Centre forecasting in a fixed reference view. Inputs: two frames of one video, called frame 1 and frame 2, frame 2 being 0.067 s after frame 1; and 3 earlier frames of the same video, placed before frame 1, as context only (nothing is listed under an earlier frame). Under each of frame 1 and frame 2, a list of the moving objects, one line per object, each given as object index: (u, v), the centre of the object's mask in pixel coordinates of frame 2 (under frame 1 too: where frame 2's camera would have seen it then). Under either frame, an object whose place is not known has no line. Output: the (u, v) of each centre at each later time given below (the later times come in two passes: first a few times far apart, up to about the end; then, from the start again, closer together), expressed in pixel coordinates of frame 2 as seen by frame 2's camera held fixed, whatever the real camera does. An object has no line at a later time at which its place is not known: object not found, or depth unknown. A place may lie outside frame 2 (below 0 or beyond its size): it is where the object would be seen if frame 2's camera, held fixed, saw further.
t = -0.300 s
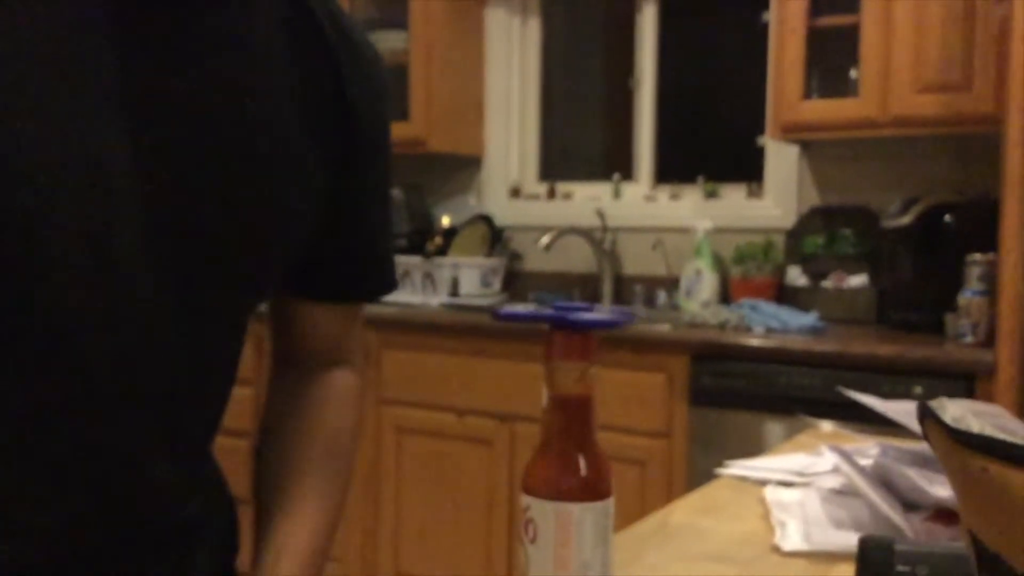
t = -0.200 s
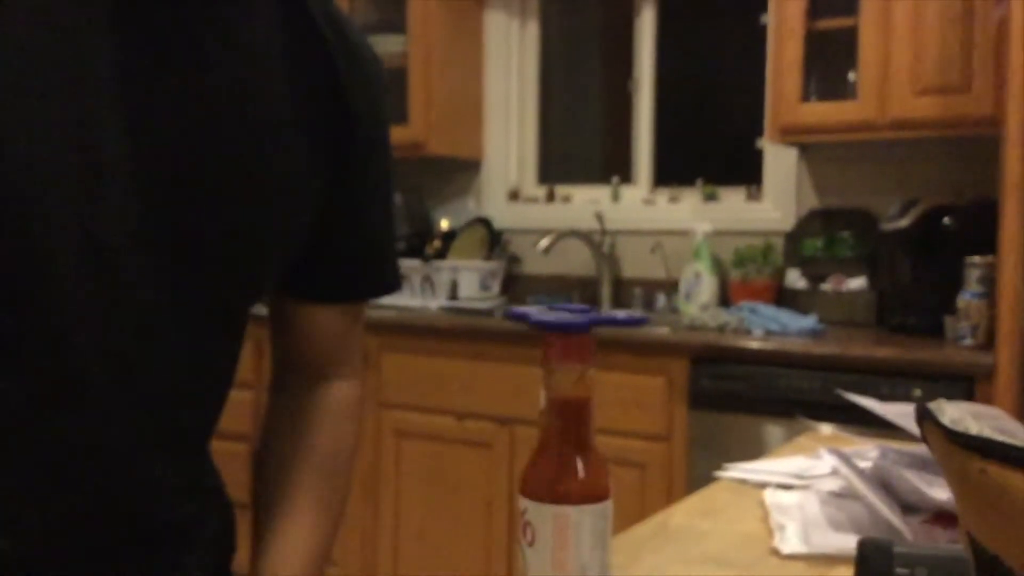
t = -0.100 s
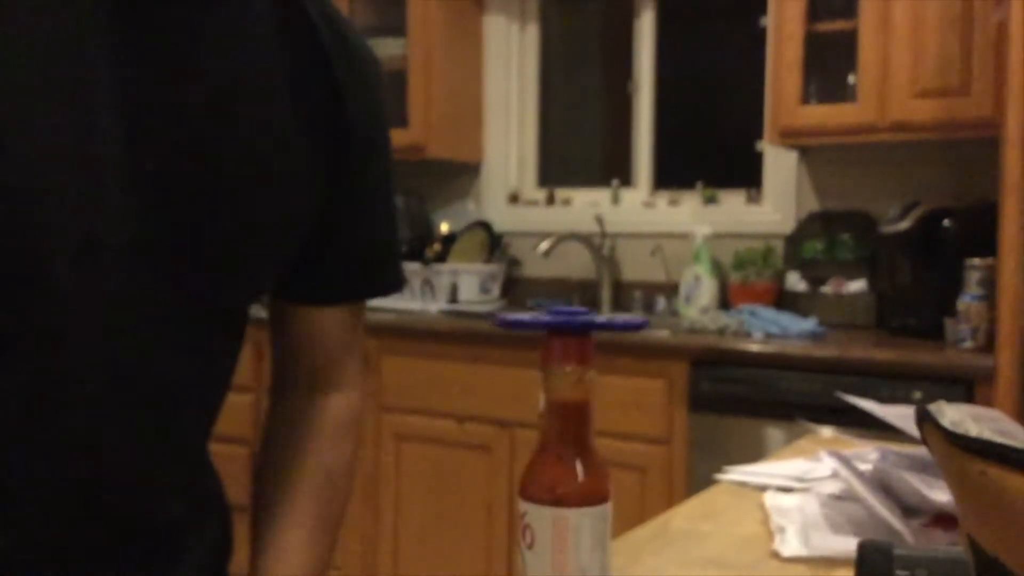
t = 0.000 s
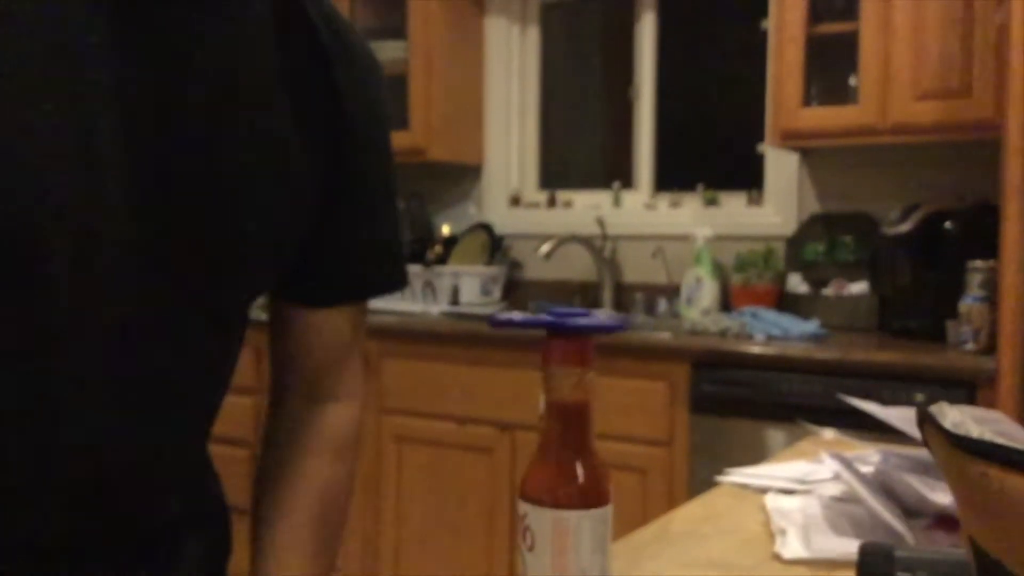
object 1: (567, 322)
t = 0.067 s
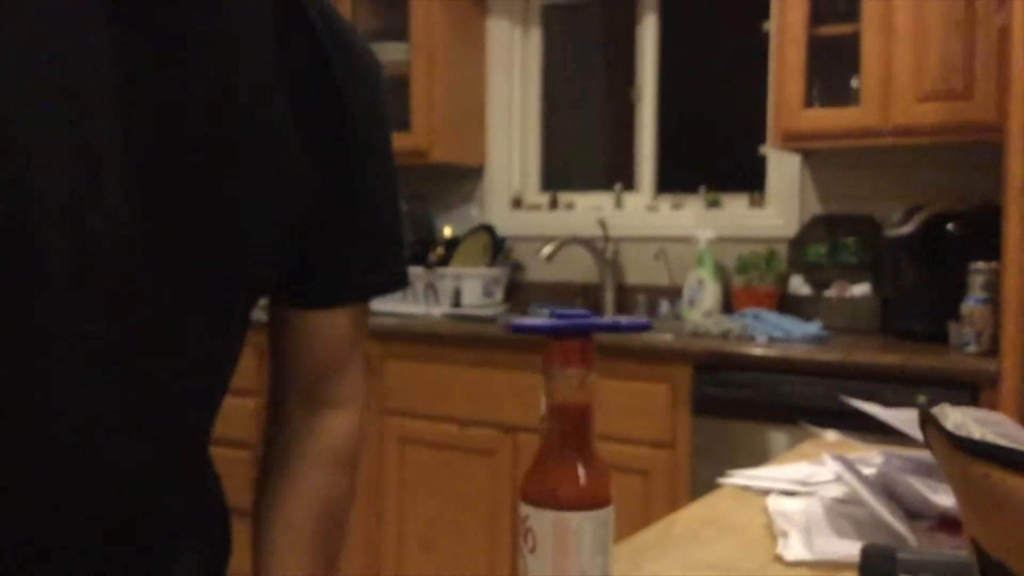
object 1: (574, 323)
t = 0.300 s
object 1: (567, 322)
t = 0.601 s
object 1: (565, 322)
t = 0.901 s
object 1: (565, 322)
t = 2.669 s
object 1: (578, 322)
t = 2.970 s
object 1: (576, 322)
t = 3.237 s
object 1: (571, 324)
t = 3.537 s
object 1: (571, 323)
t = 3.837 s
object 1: (569, 323)
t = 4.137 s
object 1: (568, 323)
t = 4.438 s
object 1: (568, 323)
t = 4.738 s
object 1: (567, 322)
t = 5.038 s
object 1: (571, 321)
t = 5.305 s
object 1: (578, 322)
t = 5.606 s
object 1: (578, 323)
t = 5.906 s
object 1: (575, 324)
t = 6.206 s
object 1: (571, 323)
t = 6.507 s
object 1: (569, 323)
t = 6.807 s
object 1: (568, 323)
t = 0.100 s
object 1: (574, 321)
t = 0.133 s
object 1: (568, 321)
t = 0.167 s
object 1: (567, 323)
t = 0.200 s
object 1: (572, 324)
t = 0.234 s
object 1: (575, 322)
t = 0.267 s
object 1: (573, 322)
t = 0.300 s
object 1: (567, 322)
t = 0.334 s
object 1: (572, 323)
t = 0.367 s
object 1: (574, 323)
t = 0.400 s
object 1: (574, 321)
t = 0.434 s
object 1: (568, 321)
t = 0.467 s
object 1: (566, 322)
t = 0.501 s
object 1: (572, 323)
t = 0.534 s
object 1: (577, 322)
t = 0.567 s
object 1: (571, 321)
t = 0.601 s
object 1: (565, 322)
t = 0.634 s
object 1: (570, 323)
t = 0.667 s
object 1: (574, 323)
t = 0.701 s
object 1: (575, 322)
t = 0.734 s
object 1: (567, 321)
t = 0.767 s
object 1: (565, 323)
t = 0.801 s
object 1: (572, 323)
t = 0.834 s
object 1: (576, 322)
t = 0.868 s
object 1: (573, 322)
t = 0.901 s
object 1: (565, 322)
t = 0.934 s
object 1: (569, 323)
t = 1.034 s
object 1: (567, 321)
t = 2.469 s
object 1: (570, 323)
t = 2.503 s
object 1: (575, 322)
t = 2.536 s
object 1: (573, 321)
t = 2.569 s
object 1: (568, 321)
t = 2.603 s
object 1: (568, 322)
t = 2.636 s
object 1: (573, 323)
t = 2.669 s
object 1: (578, 322)
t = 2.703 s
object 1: (570, 320)
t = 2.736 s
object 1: (567, 322)
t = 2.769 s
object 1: (570, 323)
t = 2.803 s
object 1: (574, 322)
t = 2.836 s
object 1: (574, 321)
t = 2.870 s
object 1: (567, 322)
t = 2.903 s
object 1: (567, 322)
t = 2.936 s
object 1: (571, 323)
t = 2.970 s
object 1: (576, 322)
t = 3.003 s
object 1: (570, 321)
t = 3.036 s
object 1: (565, 322)
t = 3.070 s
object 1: (569, 323)
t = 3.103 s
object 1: (574, 323)
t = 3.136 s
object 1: (577, 321)
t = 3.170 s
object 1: (570, 322)
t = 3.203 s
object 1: (565, 323)
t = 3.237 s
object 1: (571, 324)
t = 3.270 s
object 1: (575, 323)
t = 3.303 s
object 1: (574, 322)
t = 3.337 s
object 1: (566, 322)
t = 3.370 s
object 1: (569, 323)
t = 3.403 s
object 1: (573, 324)
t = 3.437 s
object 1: (578, 323)
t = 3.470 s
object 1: (574, 322)
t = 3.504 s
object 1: (570, 323)
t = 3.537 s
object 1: (571, 323)
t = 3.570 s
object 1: (576, 323)
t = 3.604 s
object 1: (577, 322)
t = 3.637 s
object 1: (567, 322)
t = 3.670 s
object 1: (568, 323)
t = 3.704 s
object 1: (573, 323)
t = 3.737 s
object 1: (576, 323)
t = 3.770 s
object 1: (574, 322)
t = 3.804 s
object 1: (569, 322)
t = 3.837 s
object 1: (569, 323)
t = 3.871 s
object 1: (574, 323)
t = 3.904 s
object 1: (576, 322)
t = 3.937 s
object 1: (572, 322)
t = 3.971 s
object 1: (568, 322)
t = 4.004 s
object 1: (572, 323)
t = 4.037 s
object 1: (576, 323)
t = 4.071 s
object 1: (575, 322)
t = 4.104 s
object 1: (571, 322)
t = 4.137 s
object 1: (568, 323)
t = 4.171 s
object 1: (572, 323)
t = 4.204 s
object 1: (576, 323)
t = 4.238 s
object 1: (573, 321)
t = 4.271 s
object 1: (567, 322)
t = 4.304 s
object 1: (569, 323)
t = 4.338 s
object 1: (573, 324)
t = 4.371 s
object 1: (576, 322)
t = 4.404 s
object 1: (572, 322)
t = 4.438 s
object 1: (568, 323)
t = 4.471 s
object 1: (572, 323)
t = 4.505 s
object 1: (574, 323)
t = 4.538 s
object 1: (576, 322)
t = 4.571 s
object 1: (569, 321)
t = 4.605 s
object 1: (567, 323)
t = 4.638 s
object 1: (572, 323)
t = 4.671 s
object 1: (577, 322)
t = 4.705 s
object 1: (574, 321)
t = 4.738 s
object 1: (567, 322)
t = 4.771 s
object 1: (568, 323)
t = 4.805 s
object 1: (572, 323)
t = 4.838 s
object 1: (576, 322)
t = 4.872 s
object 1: (572, 321)
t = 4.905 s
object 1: (568, 322)
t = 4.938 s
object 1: (572, 323)
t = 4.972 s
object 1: (576, 323)
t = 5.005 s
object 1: (576, 322)
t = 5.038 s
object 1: (571, 321)
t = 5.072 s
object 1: (569, 322)
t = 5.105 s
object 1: (571, 323)
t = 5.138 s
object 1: (577, 323)
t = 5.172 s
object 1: (576, 322)
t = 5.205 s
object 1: (572, 322)
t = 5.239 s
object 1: (570, 323)
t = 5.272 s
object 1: (574, 323)
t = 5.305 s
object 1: (578, 322)
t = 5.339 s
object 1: (573, 321)
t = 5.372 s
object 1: (570, 322)
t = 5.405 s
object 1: (570, 323)
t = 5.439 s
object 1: (576, 323)
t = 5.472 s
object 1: (577, 321)
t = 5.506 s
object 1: (572, 321)
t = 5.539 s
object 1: (568, 322)
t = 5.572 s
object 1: (571, 323)
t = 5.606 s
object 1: (578, 323)
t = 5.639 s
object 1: (574, 321)
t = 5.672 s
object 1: (569, 321)
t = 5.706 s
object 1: (570, 322)
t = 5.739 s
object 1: (573, 323)
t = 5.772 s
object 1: (577, 323)
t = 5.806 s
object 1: (575, 321)
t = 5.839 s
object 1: (570, 322)
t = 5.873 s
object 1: (570, 323)
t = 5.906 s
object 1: (575, 324)
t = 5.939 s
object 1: (578, 322)
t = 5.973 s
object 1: (573, 321)
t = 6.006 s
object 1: (572, 323)
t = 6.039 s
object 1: (572, 324)
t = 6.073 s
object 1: (577, 324)
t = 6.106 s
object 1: (575, 322)
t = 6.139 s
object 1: (571, 322)
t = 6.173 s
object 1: (568, 322)
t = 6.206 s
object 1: (571, 323)
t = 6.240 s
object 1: (576, 323)
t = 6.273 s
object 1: (576, 322)
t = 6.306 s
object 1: (569, 322)
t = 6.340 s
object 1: (568, 323)
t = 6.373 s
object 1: (573, 323)
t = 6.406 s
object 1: (577, 322)
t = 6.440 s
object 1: (576, 321)
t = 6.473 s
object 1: (568, 322)
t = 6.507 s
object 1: (569, 323)
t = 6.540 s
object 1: (573, 324)
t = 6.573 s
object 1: (575, 322)
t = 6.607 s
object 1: (573, 321)
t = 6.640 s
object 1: (568, 322)
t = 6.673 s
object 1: (571, 323)
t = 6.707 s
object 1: (574, 323)
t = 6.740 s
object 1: (576, 322)
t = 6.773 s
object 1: (572, 322)
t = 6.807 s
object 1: (568, 323)
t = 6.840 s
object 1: (570, 323)
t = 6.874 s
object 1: (576, 323)
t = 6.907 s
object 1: (577, 322)
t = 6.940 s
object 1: (571, 322)
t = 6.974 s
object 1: (566, 323)
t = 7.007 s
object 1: (569, 324)
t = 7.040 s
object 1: (576, 323)
